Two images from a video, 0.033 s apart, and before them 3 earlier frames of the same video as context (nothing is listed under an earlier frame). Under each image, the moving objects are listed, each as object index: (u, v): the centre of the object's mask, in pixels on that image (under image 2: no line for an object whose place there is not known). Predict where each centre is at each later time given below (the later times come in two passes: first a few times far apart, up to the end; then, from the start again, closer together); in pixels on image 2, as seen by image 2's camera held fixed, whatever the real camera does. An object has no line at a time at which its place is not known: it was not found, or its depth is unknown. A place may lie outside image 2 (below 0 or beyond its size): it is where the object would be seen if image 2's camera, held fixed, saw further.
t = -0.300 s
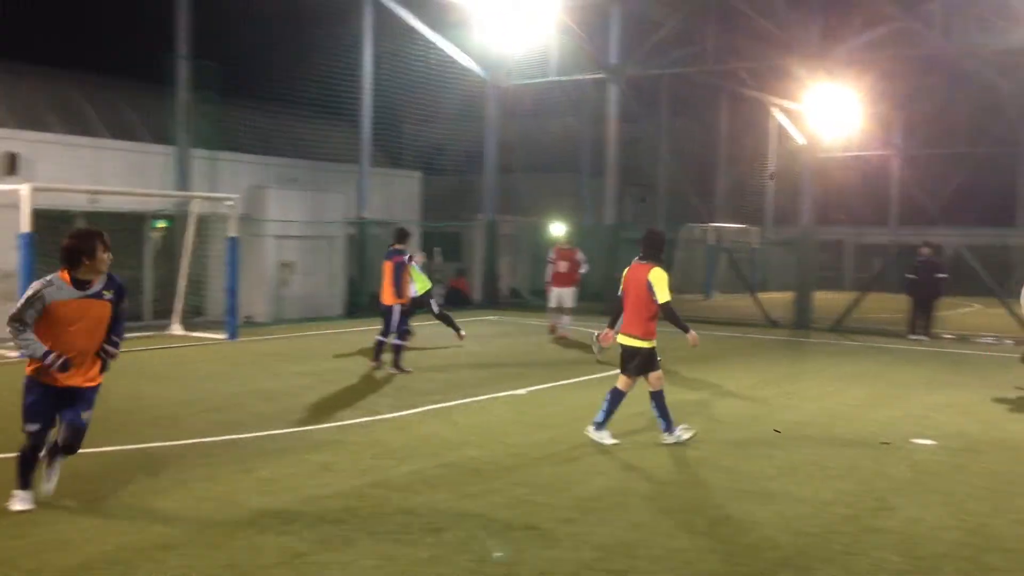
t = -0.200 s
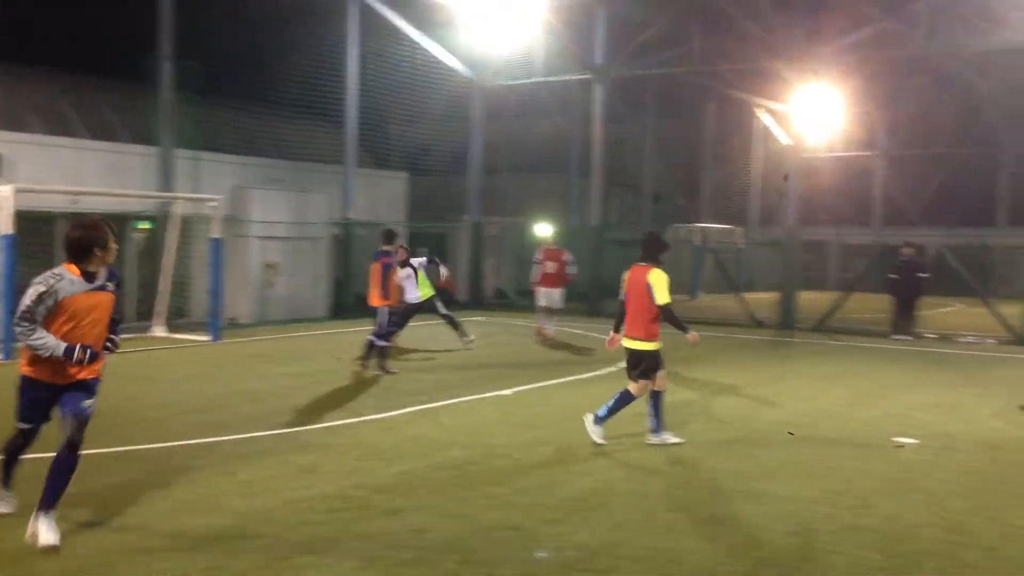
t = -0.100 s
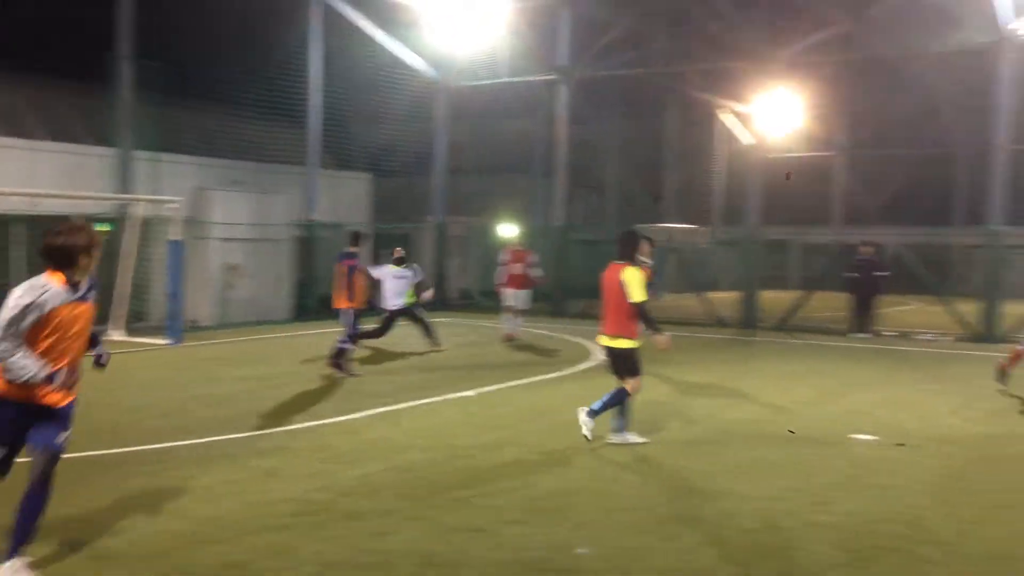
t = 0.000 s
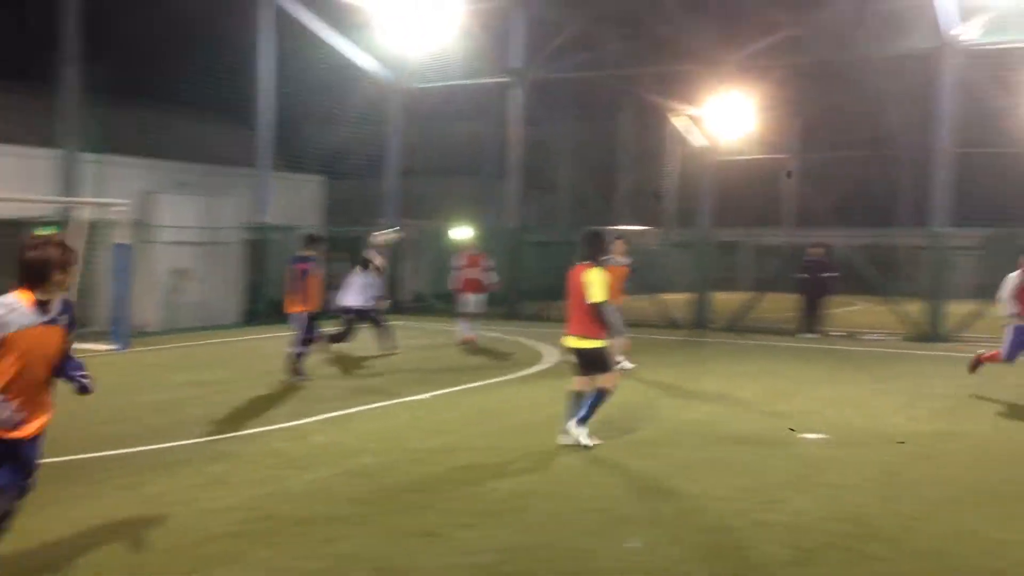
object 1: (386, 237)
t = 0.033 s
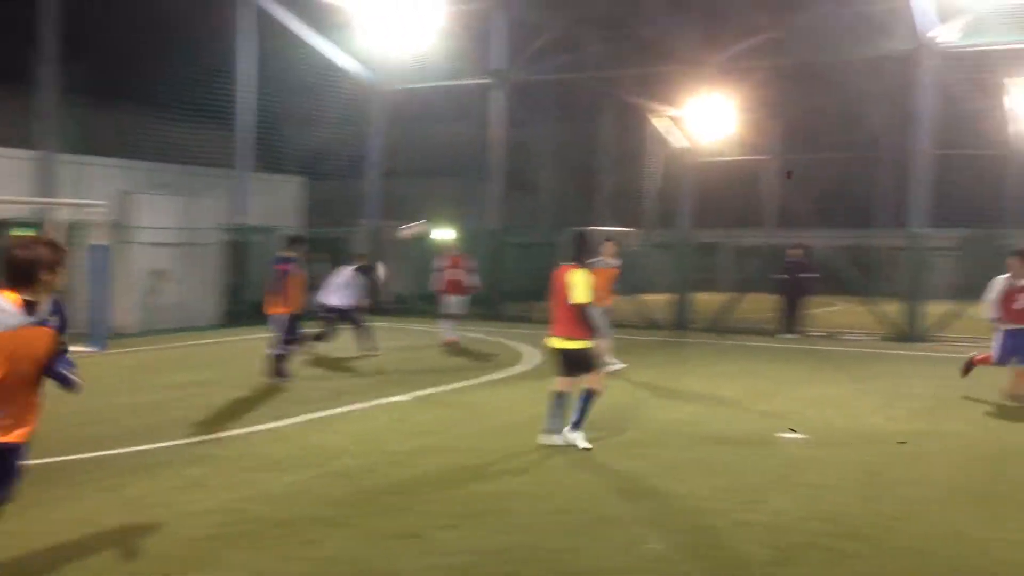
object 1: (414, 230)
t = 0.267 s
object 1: (779, 189)
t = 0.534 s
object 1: (1344, 171)
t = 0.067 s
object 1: (462, 222)
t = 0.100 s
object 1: (509, 216)
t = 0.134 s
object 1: (559, 210)
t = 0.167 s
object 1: (610, 205)
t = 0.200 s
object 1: (664, 199)
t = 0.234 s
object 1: (721, 194)
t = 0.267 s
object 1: (779, 189)
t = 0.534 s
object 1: (1344, 171)
